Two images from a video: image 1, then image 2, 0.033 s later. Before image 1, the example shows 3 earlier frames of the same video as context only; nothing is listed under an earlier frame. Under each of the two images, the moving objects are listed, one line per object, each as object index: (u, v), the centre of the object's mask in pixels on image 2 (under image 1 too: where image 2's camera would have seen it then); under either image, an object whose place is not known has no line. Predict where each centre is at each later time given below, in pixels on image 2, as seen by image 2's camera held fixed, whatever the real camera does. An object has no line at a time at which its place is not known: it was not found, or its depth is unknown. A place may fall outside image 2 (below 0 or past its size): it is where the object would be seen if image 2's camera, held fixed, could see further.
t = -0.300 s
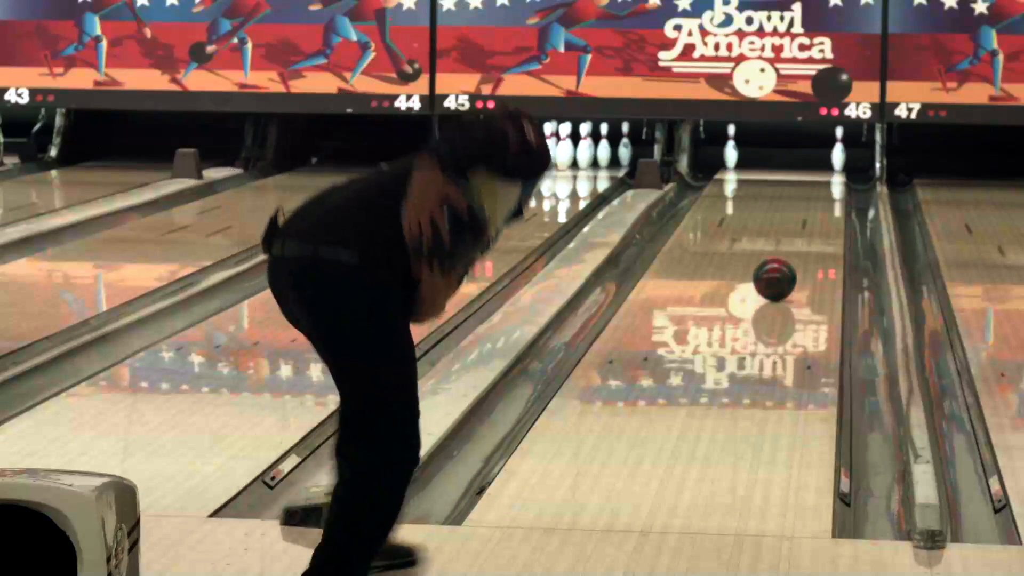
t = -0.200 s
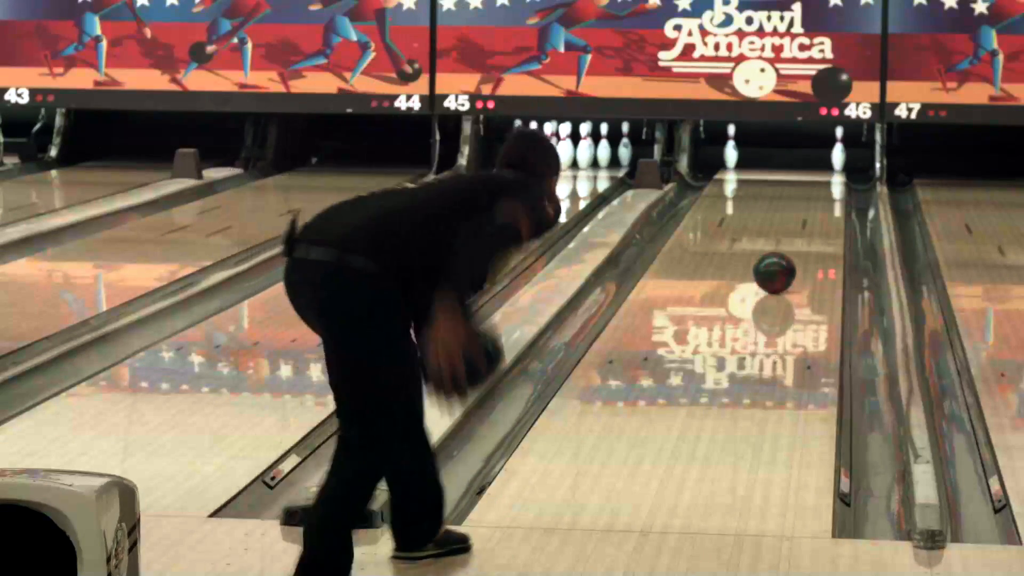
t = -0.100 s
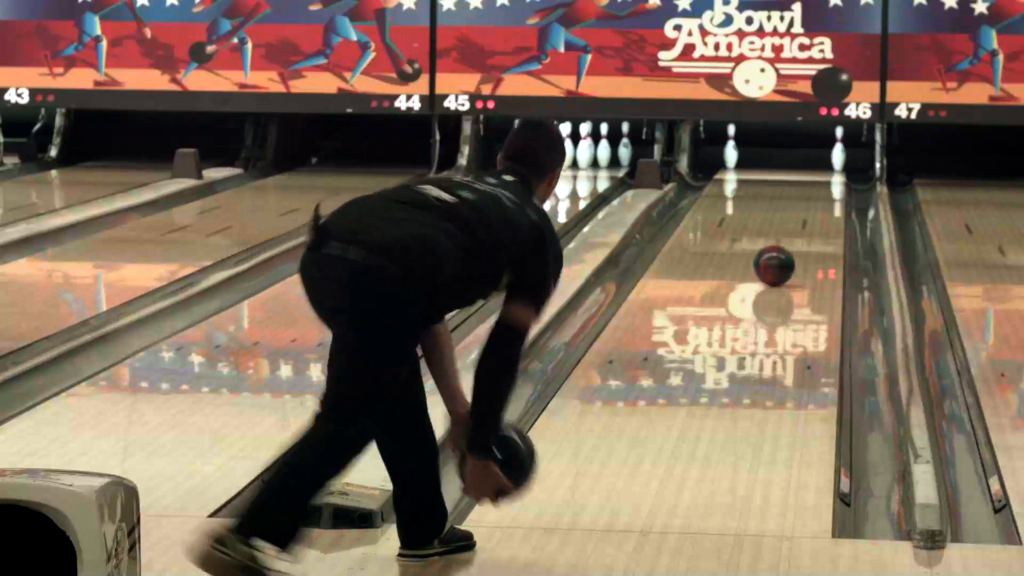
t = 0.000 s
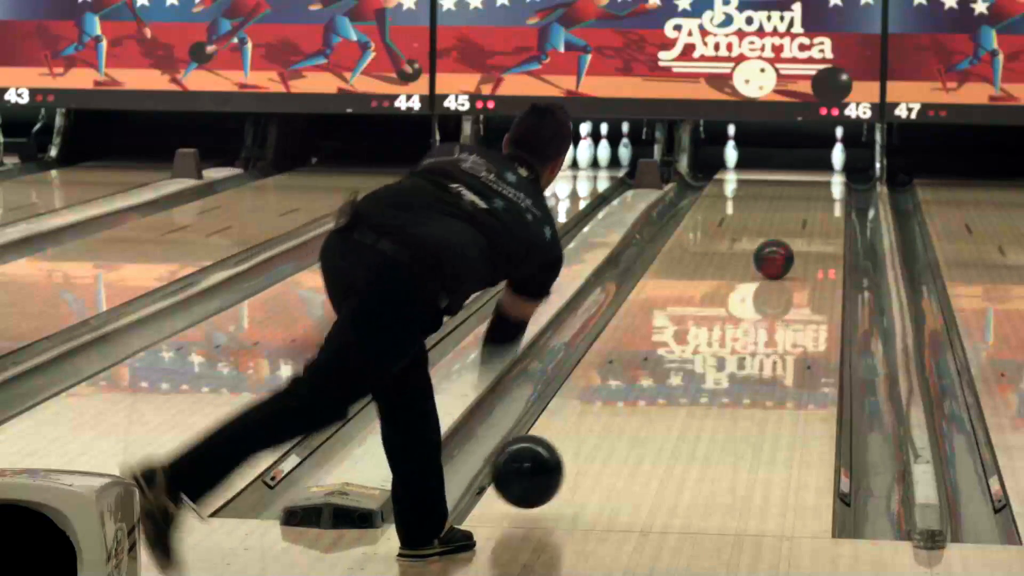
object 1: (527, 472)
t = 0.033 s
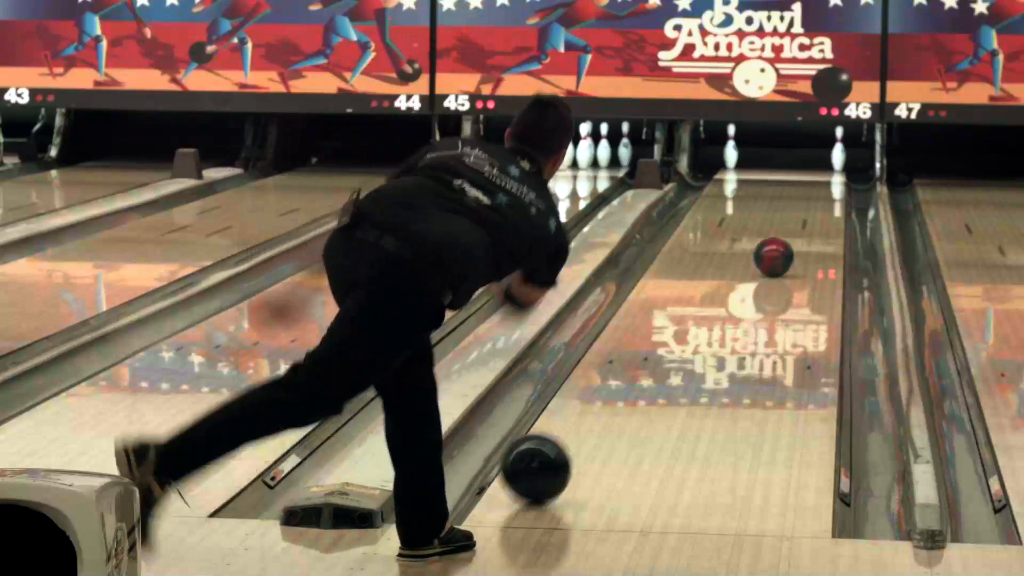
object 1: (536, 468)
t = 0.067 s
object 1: (545, 456)
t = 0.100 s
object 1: (553, 444)
